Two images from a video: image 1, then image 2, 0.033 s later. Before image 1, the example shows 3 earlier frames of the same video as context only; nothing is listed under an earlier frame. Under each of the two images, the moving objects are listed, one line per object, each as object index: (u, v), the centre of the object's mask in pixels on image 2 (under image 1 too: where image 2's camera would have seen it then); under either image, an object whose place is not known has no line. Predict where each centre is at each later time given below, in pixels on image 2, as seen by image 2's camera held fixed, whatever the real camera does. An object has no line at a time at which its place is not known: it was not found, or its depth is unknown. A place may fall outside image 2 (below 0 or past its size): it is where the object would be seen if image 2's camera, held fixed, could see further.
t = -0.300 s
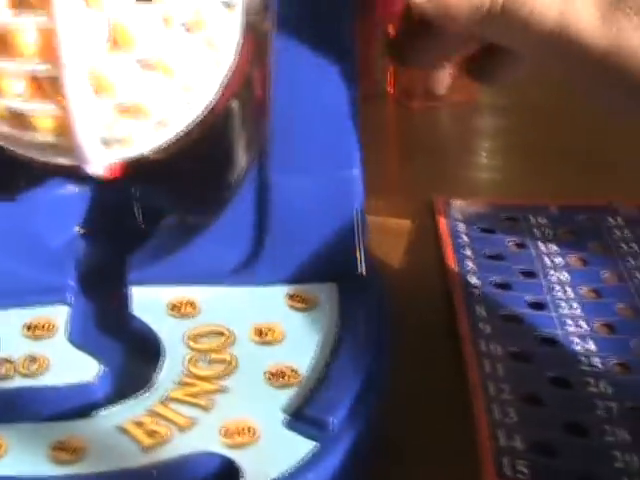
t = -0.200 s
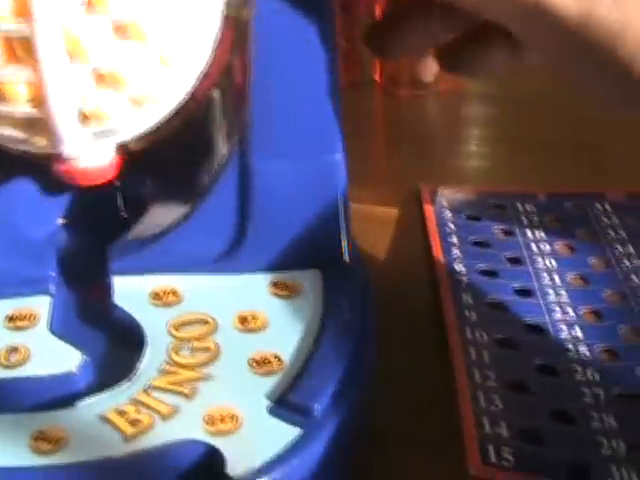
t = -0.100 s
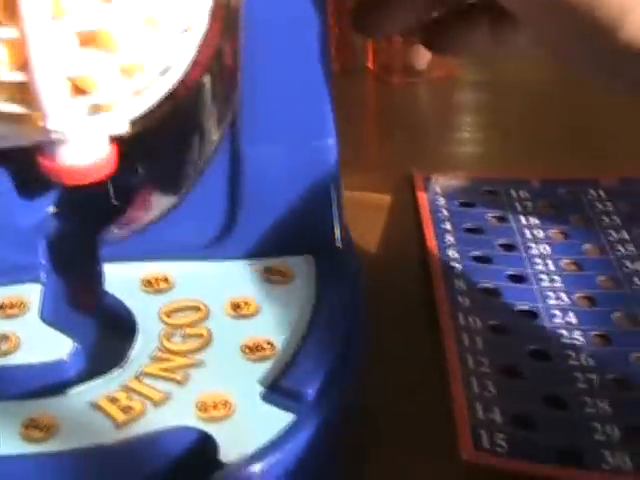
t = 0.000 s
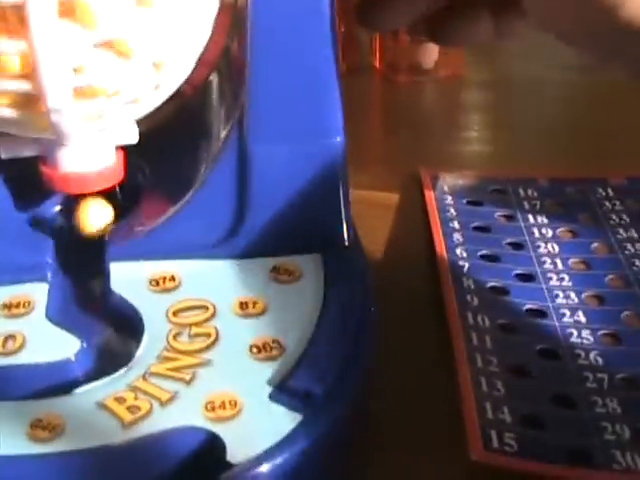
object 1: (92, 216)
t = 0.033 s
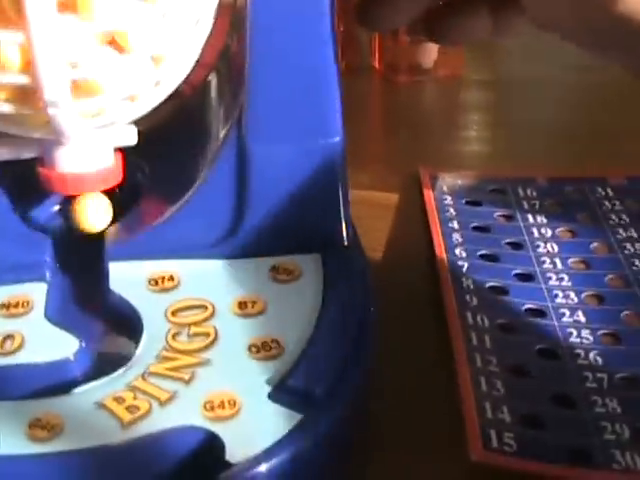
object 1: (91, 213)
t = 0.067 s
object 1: (88, 221)
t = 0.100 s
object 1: (79, 261)
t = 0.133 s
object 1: (76, 266)
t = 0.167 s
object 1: (79, 284)
